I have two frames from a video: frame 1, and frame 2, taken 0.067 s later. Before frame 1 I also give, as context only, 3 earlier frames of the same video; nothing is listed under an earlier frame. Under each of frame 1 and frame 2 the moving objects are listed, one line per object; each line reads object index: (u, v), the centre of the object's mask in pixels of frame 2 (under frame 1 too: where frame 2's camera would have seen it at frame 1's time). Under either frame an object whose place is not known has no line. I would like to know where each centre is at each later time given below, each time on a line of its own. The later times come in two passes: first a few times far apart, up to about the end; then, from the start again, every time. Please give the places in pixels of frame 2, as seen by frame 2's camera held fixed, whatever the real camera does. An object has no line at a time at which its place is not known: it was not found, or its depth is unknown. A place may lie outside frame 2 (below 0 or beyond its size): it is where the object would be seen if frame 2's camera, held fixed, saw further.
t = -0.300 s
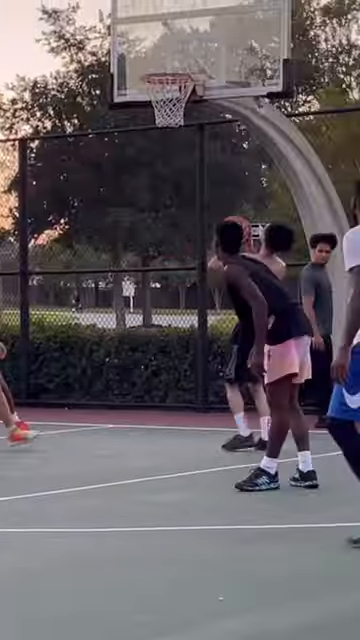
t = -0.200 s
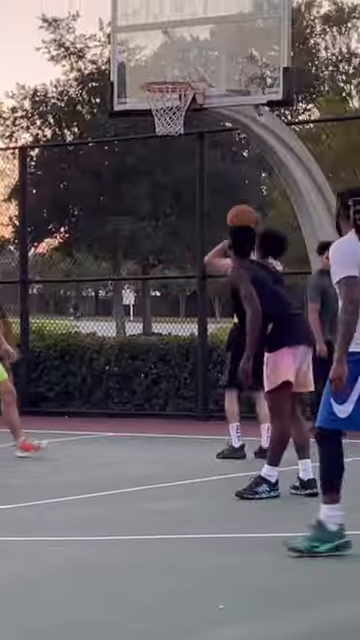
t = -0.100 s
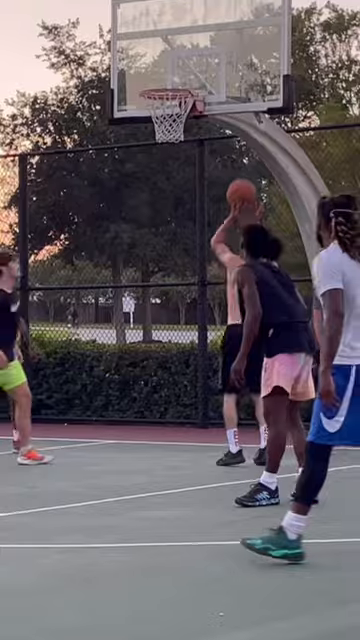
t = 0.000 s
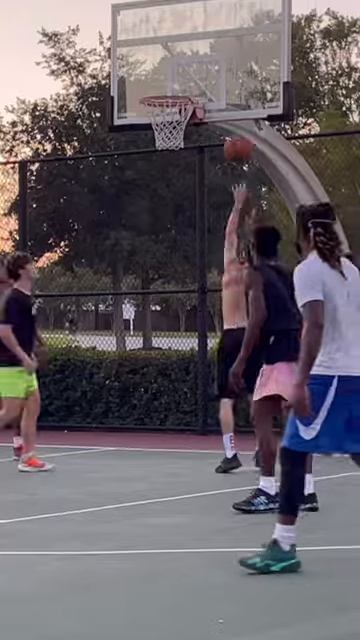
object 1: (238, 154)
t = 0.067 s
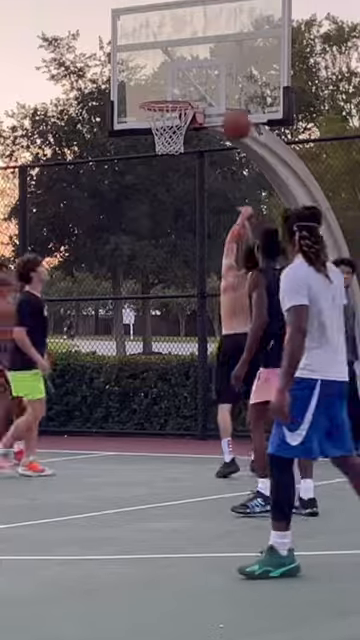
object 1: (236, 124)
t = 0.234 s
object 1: (230, 78)
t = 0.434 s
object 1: (209, 71)
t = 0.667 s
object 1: (167, 97)
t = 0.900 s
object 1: (146, 118)
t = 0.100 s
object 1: (235, 112)
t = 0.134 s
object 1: (234, 102)
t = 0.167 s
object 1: (233, 92)
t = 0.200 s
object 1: (231, 84)
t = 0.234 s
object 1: (230, 78)
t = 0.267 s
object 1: (229, 73)
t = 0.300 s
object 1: (228, 69)
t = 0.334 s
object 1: (226, 67)
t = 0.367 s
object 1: (222, 67)
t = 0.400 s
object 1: (215, 68)
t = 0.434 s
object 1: (209, 71)
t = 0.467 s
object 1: (202, 75)
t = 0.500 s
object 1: (196, 81)
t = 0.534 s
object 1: (189, 87)
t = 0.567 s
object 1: (183, 91)
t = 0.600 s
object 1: (177, 92)
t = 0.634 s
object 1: (171, 94)
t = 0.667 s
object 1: (167, 97)
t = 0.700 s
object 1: (160, 120)
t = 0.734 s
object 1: (153, 120)
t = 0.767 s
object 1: (149, 119)
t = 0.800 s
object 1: (144, 120)
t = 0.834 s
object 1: (145, 119)
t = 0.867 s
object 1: (146, 120)
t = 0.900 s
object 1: (146, 118)
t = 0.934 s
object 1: (150, 119)
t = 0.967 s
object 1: (153, 121)
